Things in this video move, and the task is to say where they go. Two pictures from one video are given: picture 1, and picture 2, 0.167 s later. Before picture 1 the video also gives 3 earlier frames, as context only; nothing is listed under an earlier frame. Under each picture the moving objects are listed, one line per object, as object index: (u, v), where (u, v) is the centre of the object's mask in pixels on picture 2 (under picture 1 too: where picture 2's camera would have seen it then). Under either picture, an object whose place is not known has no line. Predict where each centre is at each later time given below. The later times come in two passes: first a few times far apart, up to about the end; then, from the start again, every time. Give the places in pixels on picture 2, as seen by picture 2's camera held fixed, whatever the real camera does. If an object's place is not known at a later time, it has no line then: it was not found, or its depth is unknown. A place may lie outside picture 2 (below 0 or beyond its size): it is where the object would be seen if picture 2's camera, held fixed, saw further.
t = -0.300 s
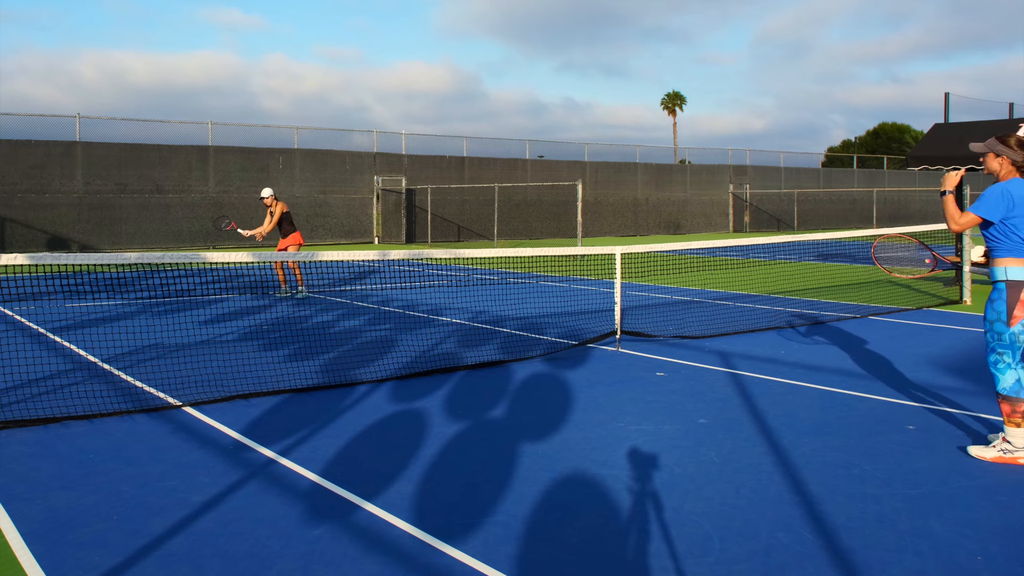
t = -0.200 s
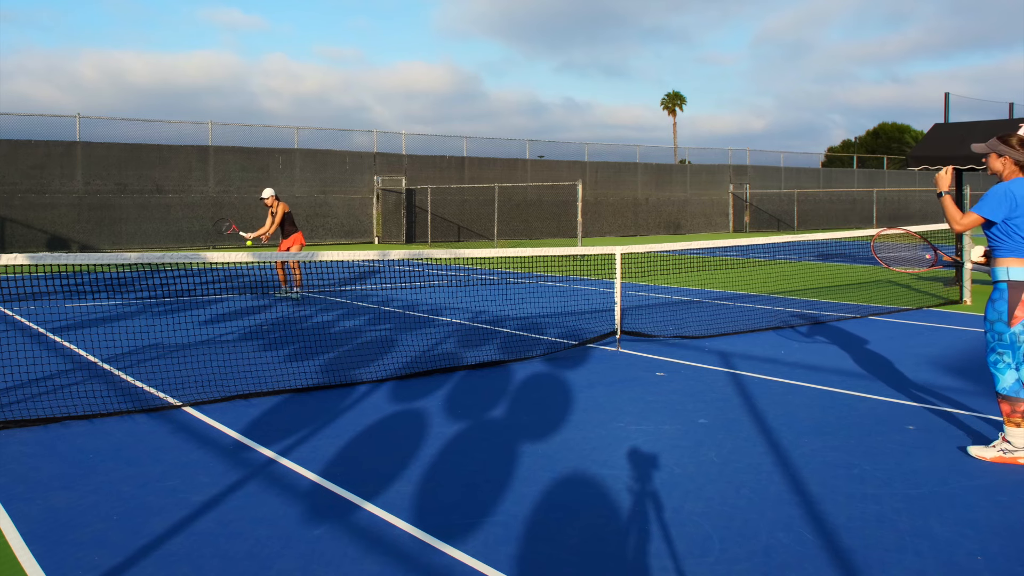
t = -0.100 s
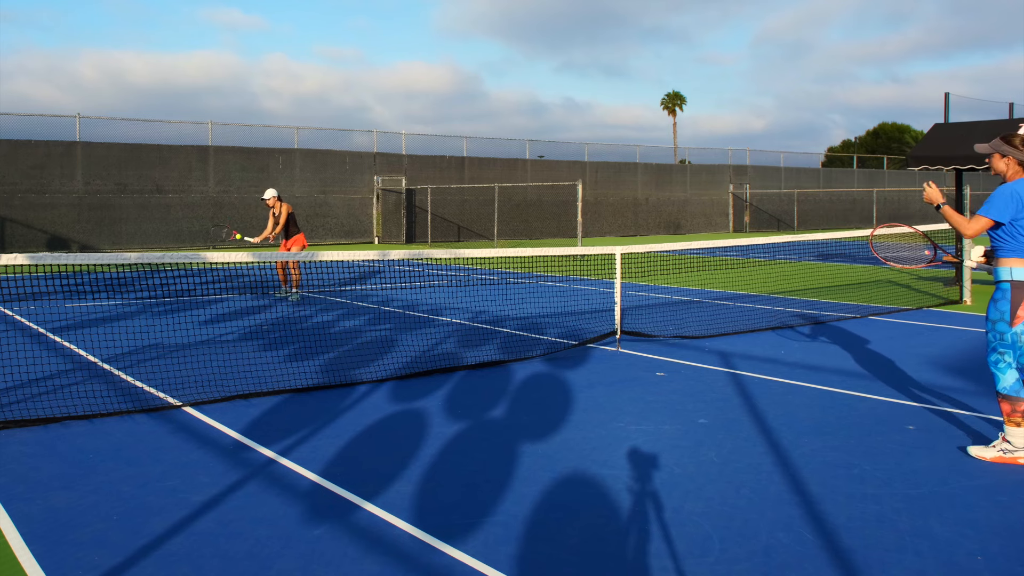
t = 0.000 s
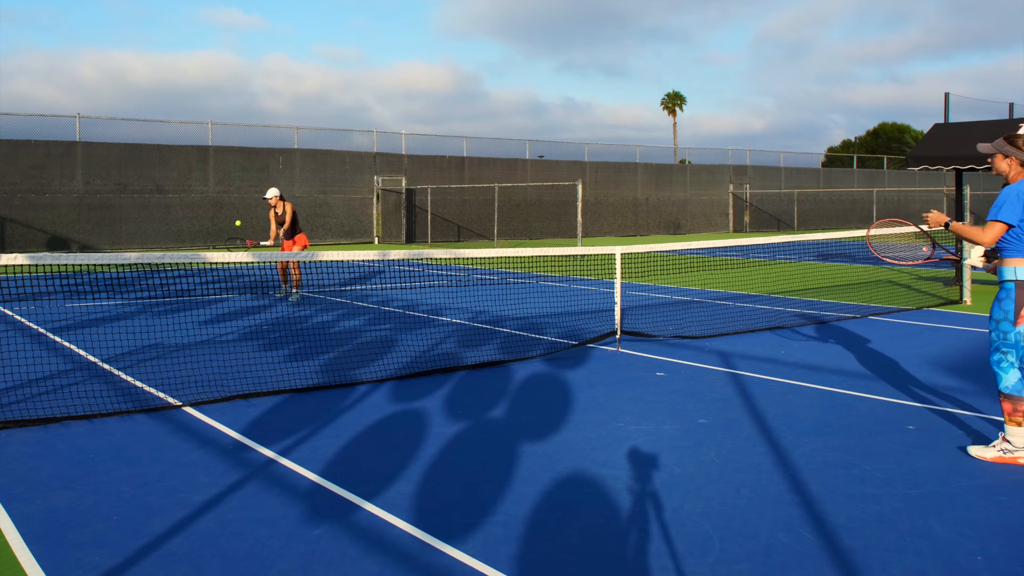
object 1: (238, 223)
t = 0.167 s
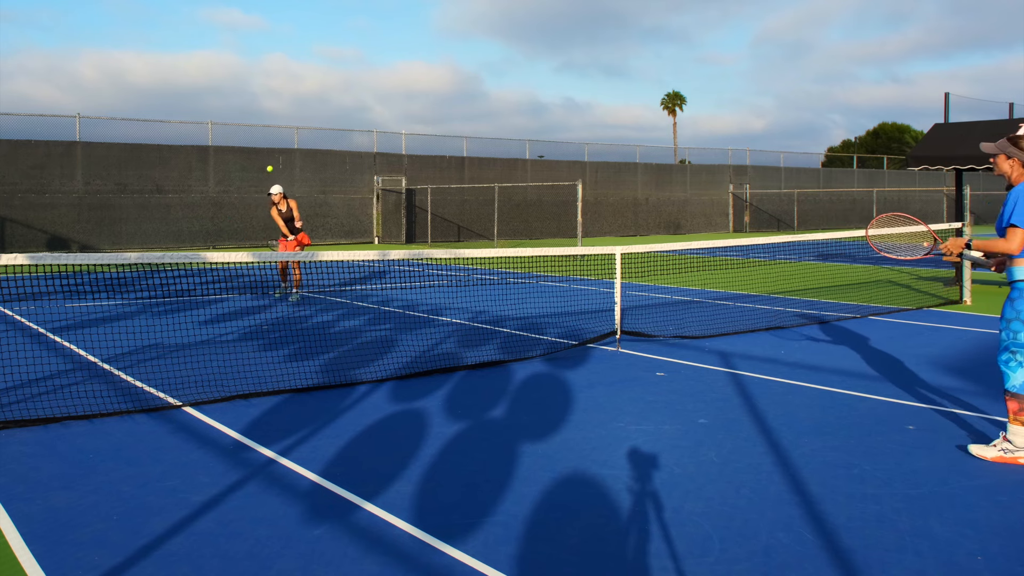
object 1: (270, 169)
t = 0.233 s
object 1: (283, 151)
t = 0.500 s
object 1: (348, 106)
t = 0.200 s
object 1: (277, 160)
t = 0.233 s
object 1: (283, 151)
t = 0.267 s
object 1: (291, 143)
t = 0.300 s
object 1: (298, 135)
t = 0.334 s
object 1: (306, 128)
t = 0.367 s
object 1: (314, 123)
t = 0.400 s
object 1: (322, 117)
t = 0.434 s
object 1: (330, 112)
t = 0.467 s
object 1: (339, 109)
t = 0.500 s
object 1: (348, 106)
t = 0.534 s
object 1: (357, 104)
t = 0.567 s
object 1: (367, 103)
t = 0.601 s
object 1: (377, 103)
